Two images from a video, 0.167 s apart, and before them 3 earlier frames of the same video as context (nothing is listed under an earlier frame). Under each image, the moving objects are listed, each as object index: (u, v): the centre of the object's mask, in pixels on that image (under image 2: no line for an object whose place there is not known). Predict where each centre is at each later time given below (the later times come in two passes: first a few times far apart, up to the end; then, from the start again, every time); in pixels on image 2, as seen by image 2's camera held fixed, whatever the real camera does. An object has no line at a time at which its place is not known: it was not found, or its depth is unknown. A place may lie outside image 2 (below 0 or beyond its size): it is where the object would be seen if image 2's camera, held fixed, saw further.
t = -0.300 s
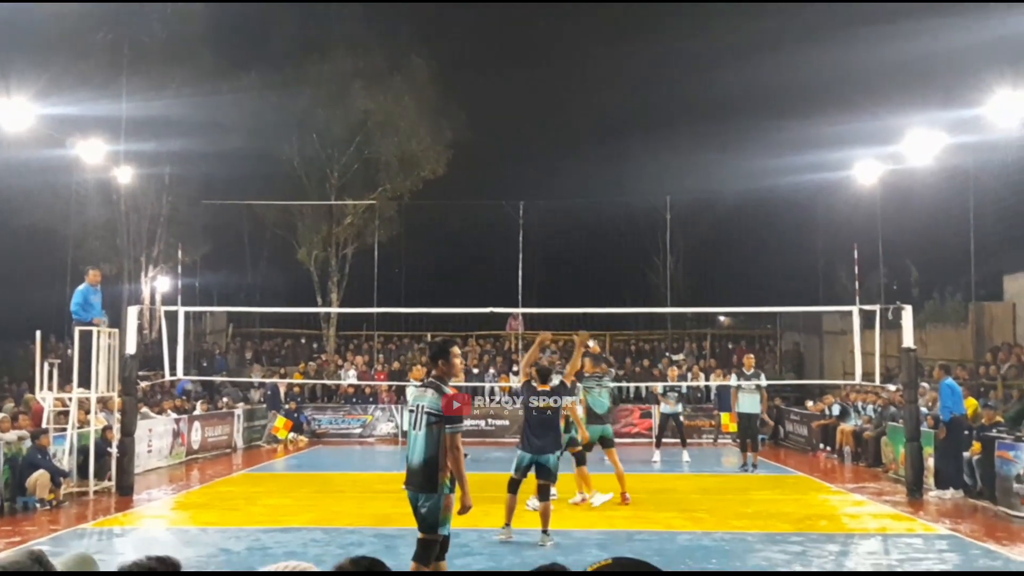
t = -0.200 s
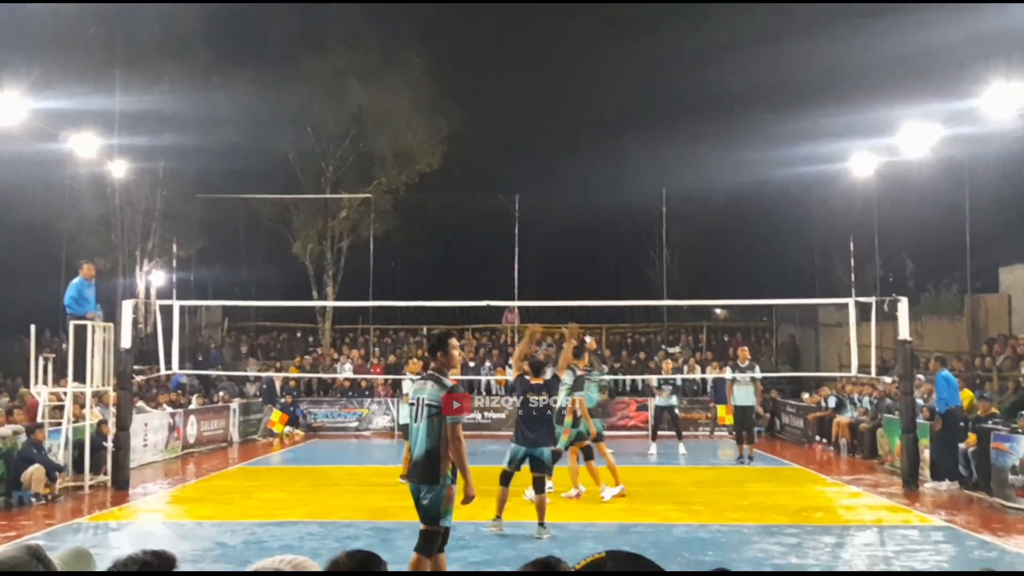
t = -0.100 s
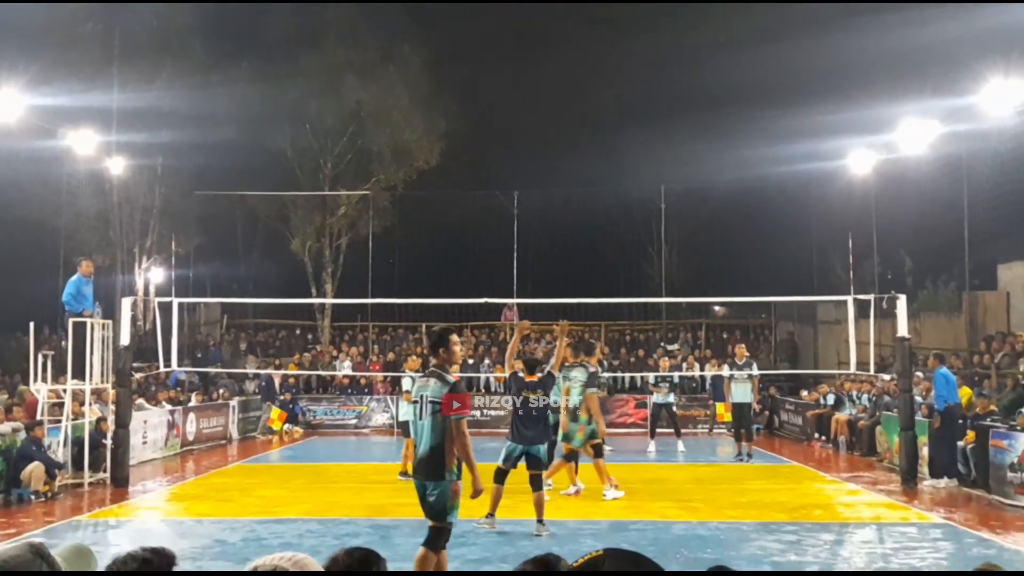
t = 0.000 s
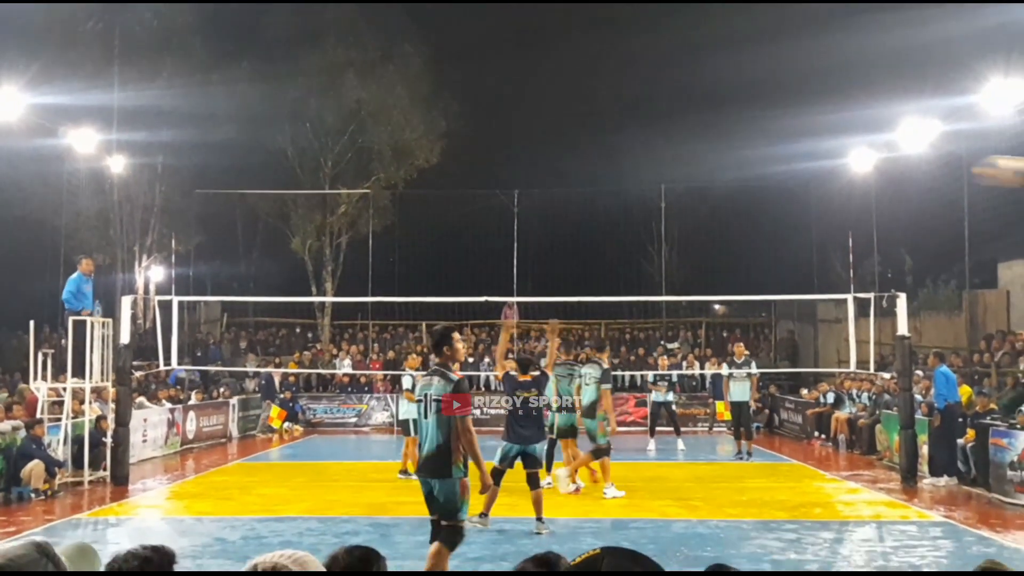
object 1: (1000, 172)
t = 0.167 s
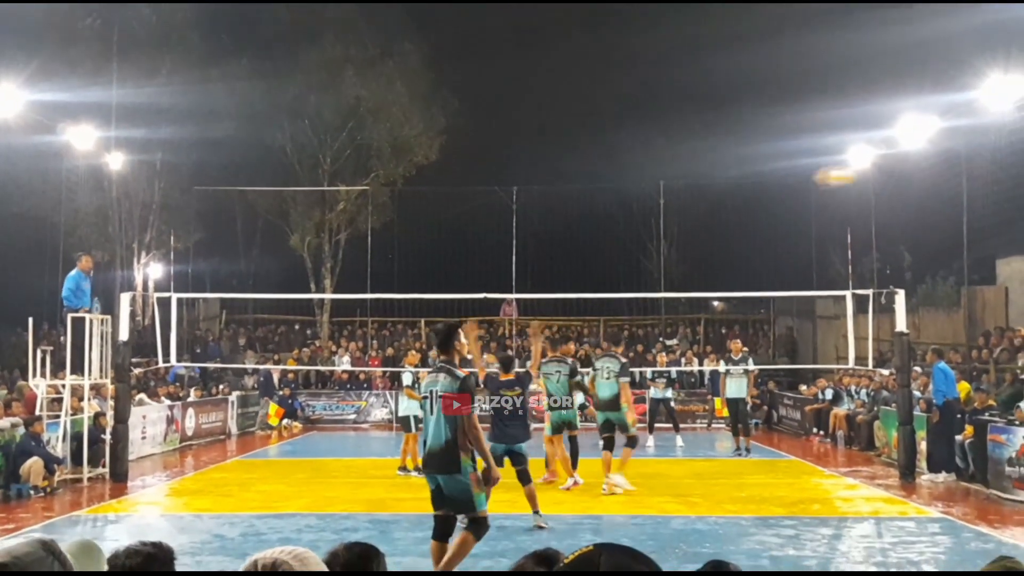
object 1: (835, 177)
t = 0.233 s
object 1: (790, 186)
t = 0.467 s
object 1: (682, 238)
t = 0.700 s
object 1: (623, 304)
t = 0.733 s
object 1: (618, 313)
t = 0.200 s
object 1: (811, 181)
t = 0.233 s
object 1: (790, 186)
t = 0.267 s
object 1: (770, 192)
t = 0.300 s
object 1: (752, 198)
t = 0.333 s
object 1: (737, 205)
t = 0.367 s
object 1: (721, 213)
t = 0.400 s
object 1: (708, 221)
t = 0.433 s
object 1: (695, 229)
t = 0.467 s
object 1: (682, 238)
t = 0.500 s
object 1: (672, 247)
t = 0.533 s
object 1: (662, 256)
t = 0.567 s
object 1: (653, 265)
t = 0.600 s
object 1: (645, 274)
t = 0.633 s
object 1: (637, 283)
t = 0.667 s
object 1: (630, 293)
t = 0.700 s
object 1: (623, 304)
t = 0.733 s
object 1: (618, 313)
